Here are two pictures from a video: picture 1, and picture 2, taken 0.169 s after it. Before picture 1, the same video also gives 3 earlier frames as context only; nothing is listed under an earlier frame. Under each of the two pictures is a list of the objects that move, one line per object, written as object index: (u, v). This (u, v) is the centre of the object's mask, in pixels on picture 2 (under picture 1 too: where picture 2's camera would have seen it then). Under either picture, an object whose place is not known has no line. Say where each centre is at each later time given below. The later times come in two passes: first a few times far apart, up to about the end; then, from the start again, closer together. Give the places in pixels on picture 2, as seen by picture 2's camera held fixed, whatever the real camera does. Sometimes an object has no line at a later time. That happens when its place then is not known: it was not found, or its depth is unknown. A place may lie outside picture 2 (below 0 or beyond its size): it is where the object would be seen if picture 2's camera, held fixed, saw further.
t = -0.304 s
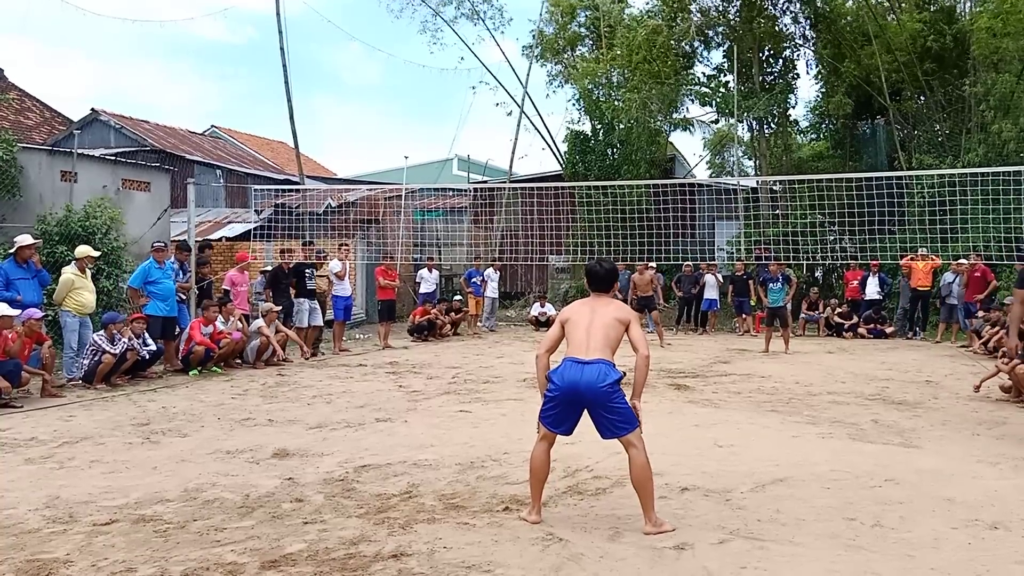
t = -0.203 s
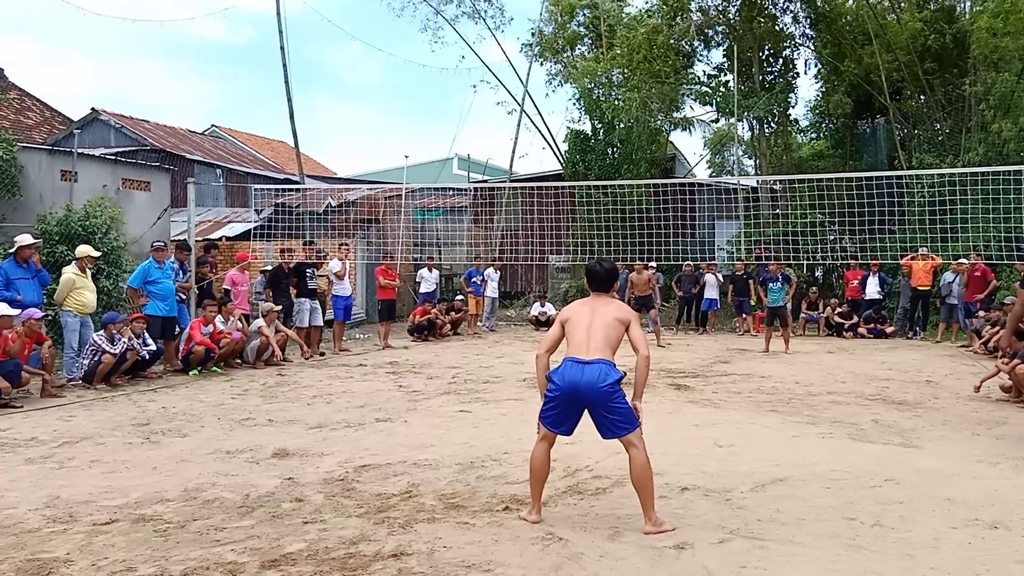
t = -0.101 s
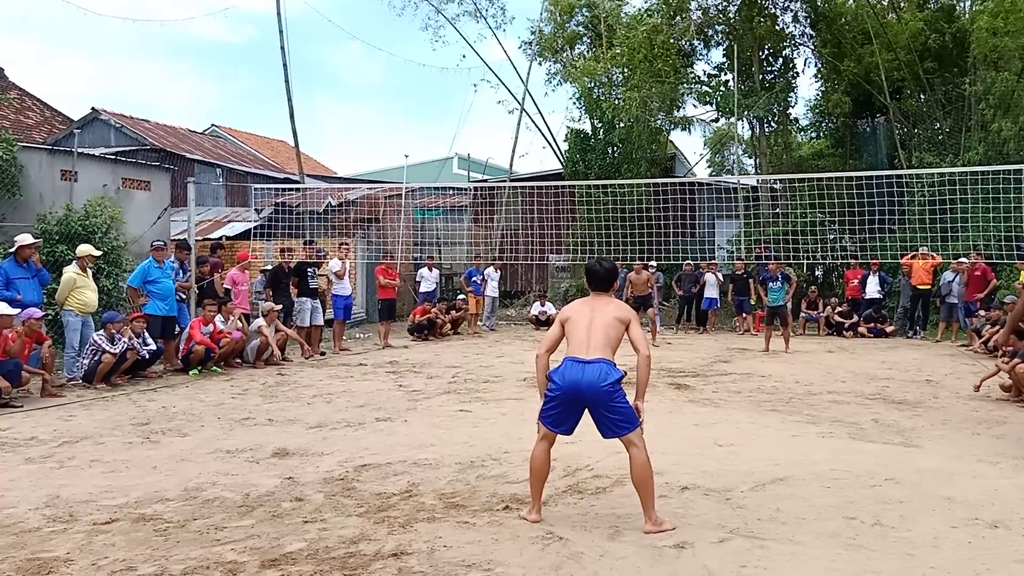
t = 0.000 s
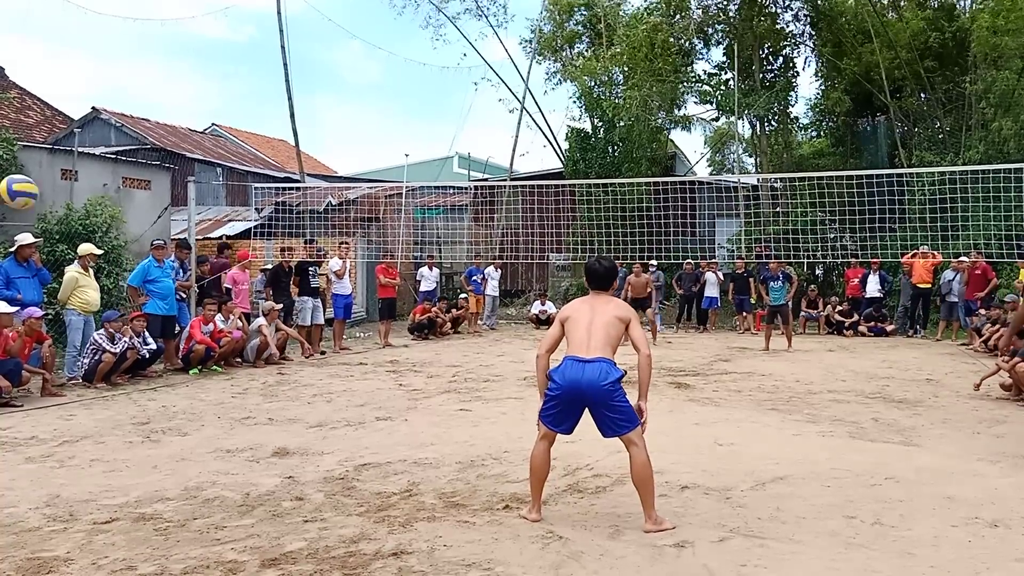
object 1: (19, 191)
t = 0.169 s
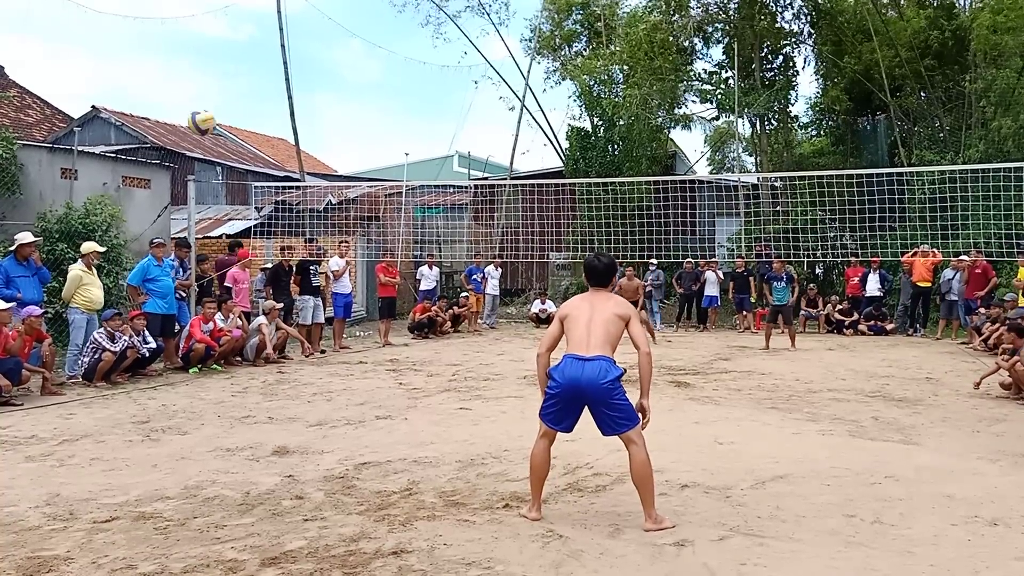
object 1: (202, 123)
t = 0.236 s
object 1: (253, 113)
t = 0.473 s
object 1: (376, 120)
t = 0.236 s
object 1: (253, 113)
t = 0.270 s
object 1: (274, 112)
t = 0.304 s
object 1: (295, 110)
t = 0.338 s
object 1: (314, 110)
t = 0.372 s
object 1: (331, 112)
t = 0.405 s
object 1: (347, 113)
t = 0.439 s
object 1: (362, 116)
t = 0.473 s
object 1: (376, 120)
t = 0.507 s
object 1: (389, 125)
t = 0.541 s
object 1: (401, 131)
